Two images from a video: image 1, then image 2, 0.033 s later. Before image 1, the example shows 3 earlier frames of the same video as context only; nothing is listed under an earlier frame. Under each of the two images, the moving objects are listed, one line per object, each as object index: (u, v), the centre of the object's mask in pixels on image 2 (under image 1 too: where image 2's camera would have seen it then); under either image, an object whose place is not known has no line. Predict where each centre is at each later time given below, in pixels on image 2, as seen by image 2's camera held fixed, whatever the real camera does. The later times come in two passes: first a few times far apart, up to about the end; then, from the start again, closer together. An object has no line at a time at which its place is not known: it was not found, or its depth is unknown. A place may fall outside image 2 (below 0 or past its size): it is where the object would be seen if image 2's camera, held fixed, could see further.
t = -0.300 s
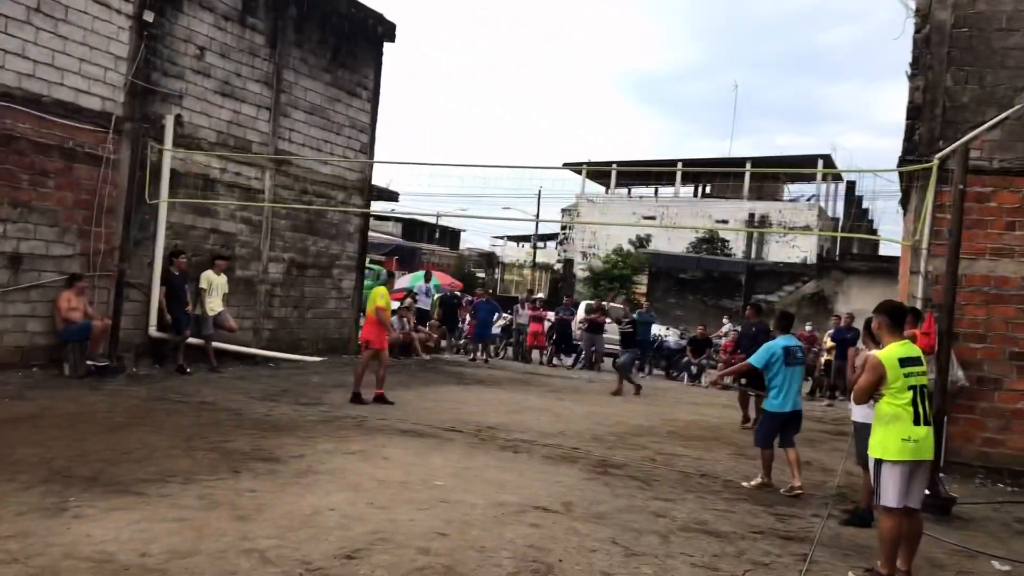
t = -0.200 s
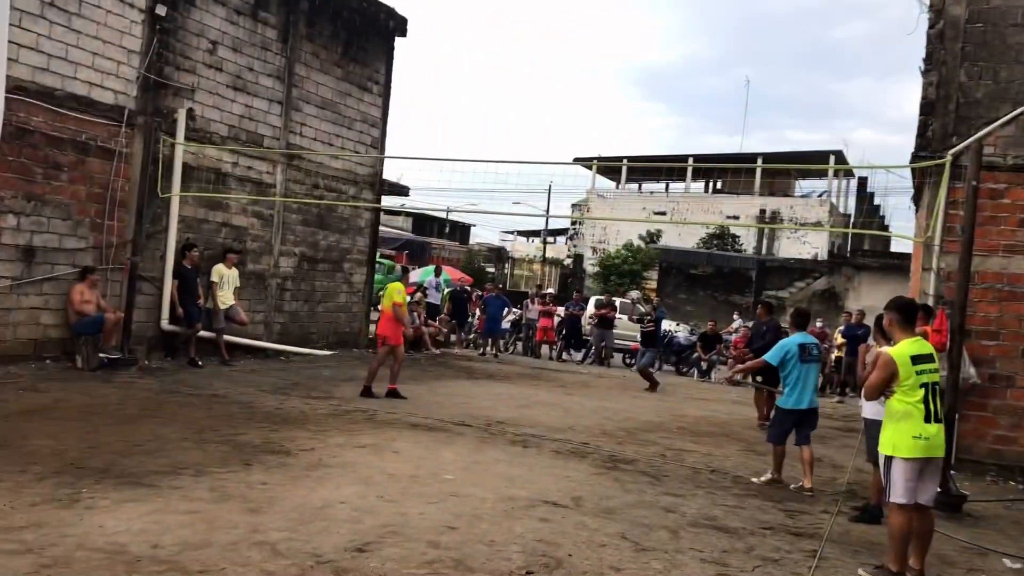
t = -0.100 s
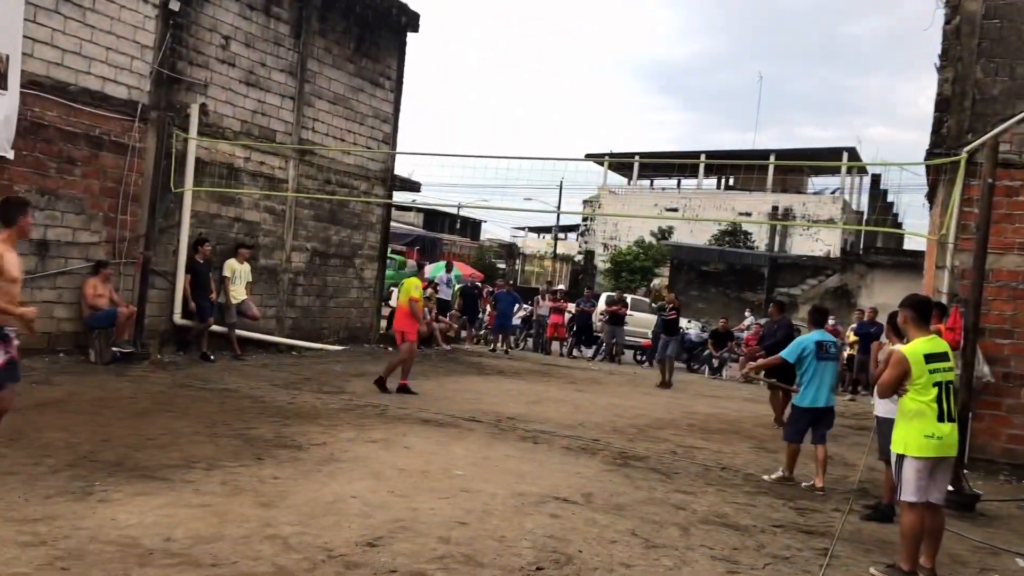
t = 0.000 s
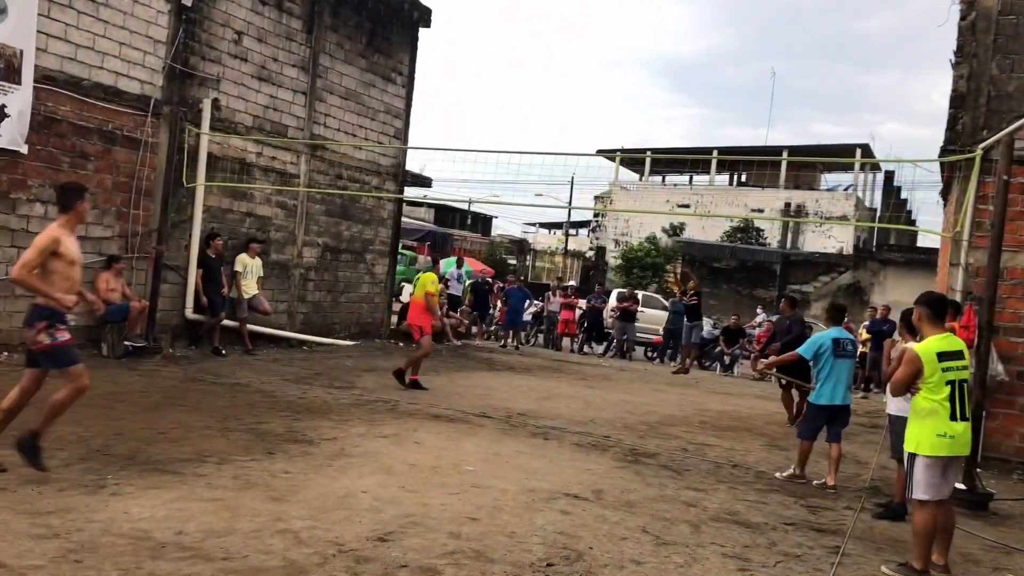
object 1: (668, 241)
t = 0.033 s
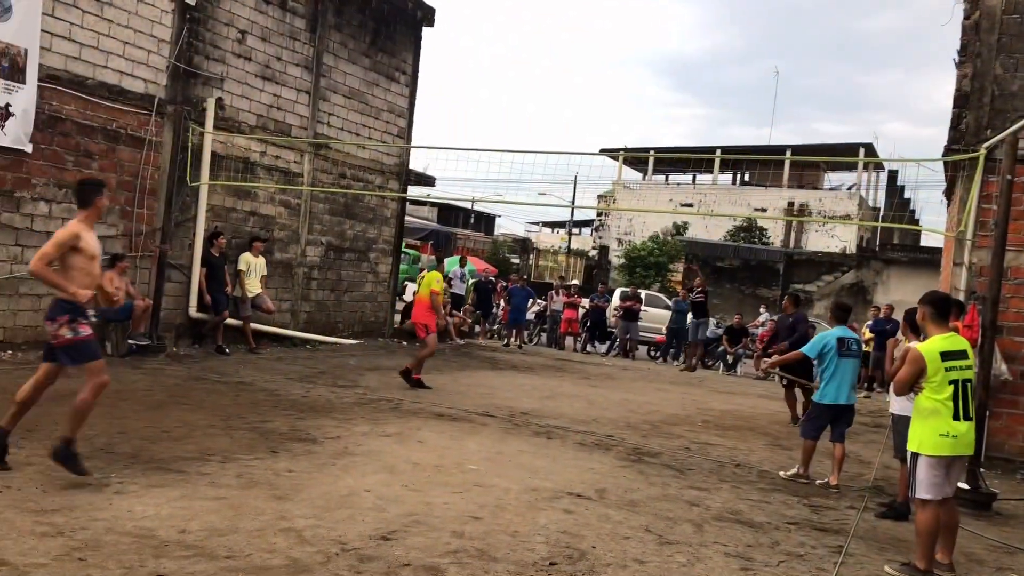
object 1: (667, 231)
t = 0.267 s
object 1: (651, 158)
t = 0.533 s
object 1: (624, 109)
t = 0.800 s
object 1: (588, 103)
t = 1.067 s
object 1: (542, 150)
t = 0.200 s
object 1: (656, 176)
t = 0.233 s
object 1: (654, 167)
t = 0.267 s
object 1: (651, 158)
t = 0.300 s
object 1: (648, 150)
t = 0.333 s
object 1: (645, 143)
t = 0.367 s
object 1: (642, 136)
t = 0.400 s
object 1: (638, 129)
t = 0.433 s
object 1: (635, 123)
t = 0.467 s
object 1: (631, 118)
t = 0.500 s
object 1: (628, 113)
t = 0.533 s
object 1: (624, 109)
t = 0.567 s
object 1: (620, 106)
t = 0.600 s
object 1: (616, 103)
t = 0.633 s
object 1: (612, 102)
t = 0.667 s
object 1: (607, 100)
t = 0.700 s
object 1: (603, 100)
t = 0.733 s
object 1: (598, 101)
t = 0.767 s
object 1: (593, 102)
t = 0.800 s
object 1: (588, 103)
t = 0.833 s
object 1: (583, 107)
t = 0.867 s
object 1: (578, 110)
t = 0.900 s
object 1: (572, 115)
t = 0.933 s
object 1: (567, 120)
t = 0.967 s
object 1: (561, 126)
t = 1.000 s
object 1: (555, 133)
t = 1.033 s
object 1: (549, 141)
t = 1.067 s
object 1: (542, 150)
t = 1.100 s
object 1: (536, 162)
